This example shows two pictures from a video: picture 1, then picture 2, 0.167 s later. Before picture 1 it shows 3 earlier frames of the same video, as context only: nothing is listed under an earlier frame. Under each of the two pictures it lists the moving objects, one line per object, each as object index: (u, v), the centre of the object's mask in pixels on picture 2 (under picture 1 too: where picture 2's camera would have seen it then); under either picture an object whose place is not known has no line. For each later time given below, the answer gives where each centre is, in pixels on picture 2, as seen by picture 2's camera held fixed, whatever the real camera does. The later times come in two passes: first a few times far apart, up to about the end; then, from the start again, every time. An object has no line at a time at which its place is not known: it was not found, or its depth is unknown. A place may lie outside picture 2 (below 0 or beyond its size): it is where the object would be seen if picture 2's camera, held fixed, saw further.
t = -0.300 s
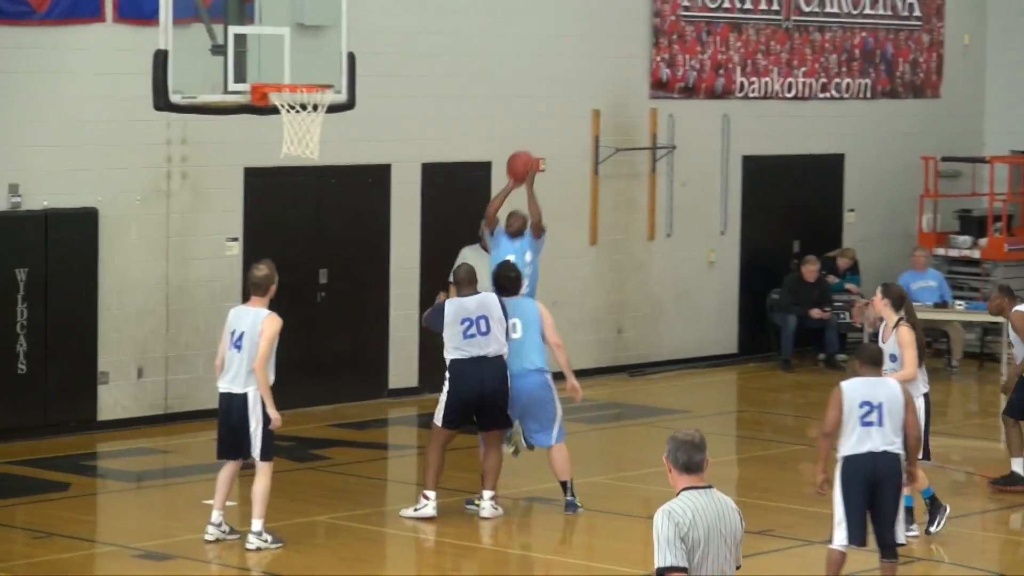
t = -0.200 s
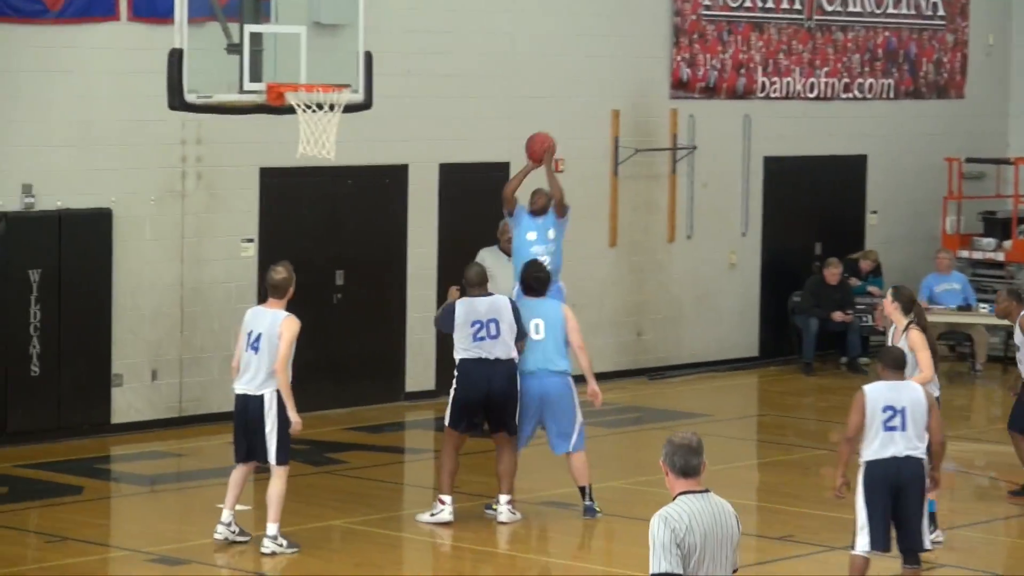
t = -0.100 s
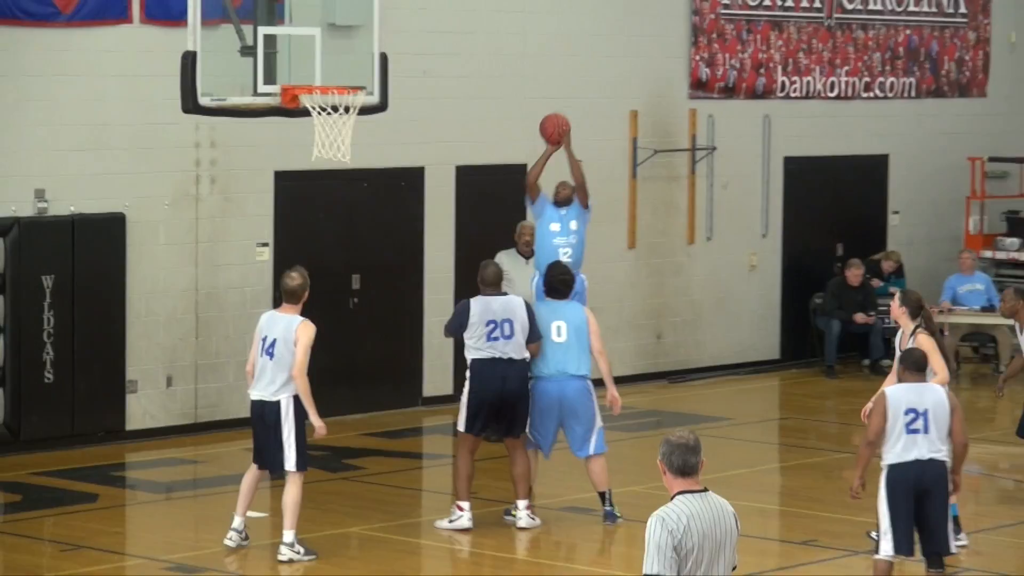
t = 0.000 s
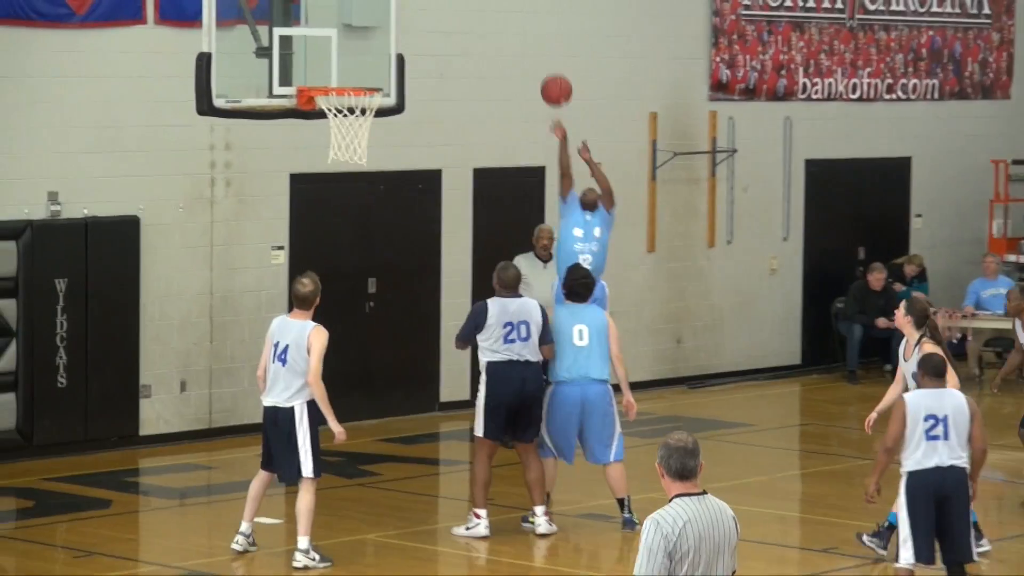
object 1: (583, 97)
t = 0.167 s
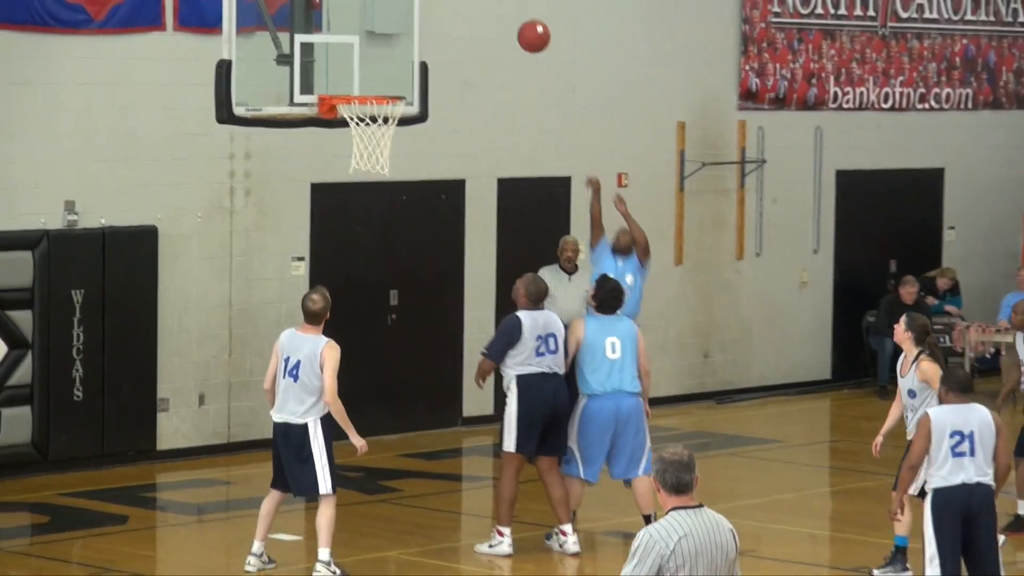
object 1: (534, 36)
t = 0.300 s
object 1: (493, 11)
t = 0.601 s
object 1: (395, 44)
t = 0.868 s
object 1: (392, 153)
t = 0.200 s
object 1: (524, 28)
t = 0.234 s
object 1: (514, 21)
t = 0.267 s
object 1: (503, 16)
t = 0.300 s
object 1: (493, 11)
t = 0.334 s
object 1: (483, 9)
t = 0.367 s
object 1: (472, 7)
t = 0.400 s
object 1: (461, 8)
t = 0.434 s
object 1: (451, 10)
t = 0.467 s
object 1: (440, 14)
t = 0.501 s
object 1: (429, 19)
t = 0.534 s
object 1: (417, 26)
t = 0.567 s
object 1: (406, 34)
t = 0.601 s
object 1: (395, 44)
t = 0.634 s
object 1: (384, 57)
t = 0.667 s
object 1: (372, 70)
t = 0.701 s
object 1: (361, 83)
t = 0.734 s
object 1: (356, 96)
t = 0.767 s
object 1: (364, 114)
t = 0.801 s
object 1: (377, 130)
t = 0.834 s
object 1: (385, 146)
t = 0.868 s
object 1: (392, 153)
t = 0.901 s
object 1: (398, 161)
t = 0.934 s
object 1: (404, 168)
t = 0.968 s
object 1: (409, 179)
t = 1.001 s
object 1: (415, 191)
